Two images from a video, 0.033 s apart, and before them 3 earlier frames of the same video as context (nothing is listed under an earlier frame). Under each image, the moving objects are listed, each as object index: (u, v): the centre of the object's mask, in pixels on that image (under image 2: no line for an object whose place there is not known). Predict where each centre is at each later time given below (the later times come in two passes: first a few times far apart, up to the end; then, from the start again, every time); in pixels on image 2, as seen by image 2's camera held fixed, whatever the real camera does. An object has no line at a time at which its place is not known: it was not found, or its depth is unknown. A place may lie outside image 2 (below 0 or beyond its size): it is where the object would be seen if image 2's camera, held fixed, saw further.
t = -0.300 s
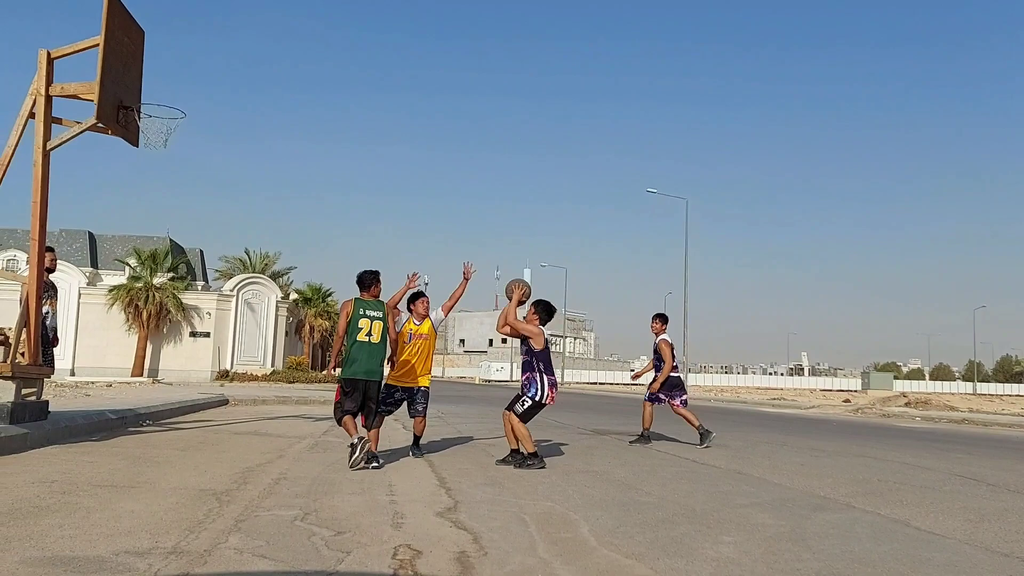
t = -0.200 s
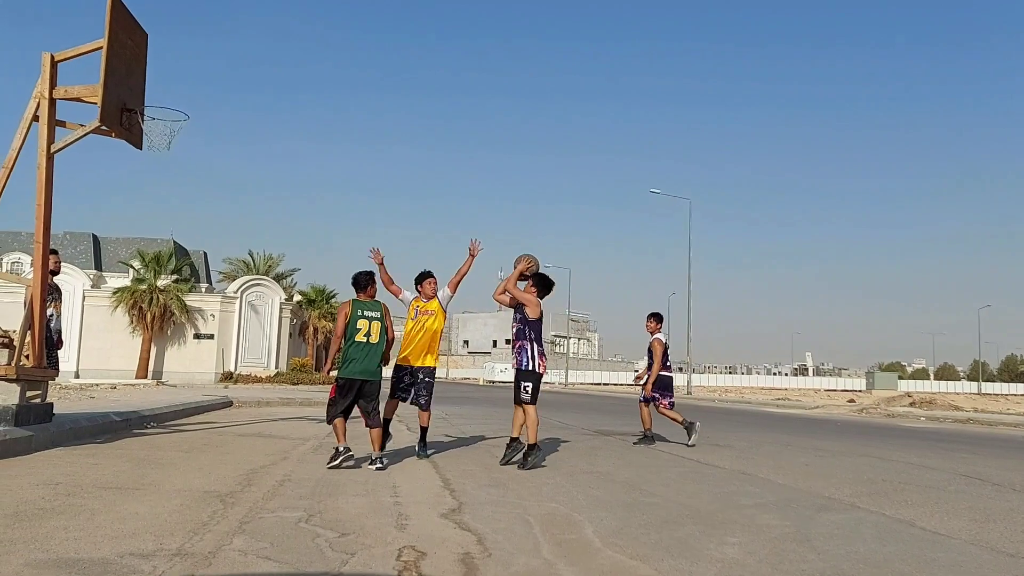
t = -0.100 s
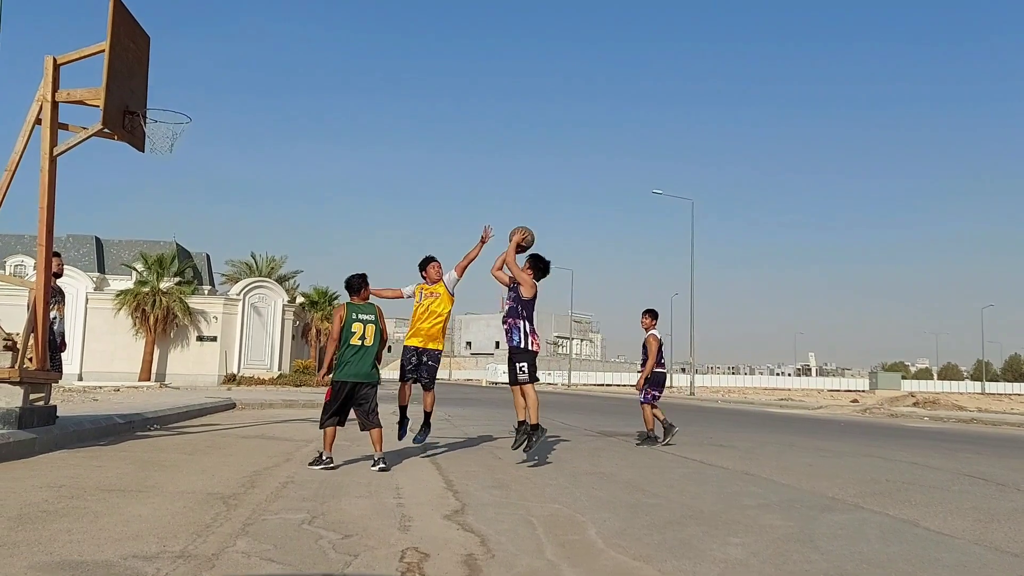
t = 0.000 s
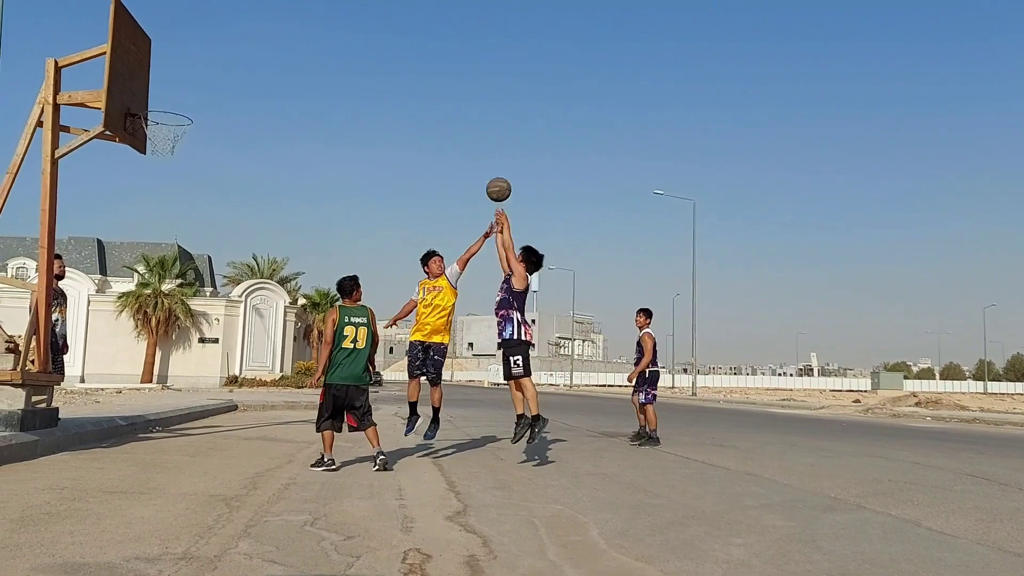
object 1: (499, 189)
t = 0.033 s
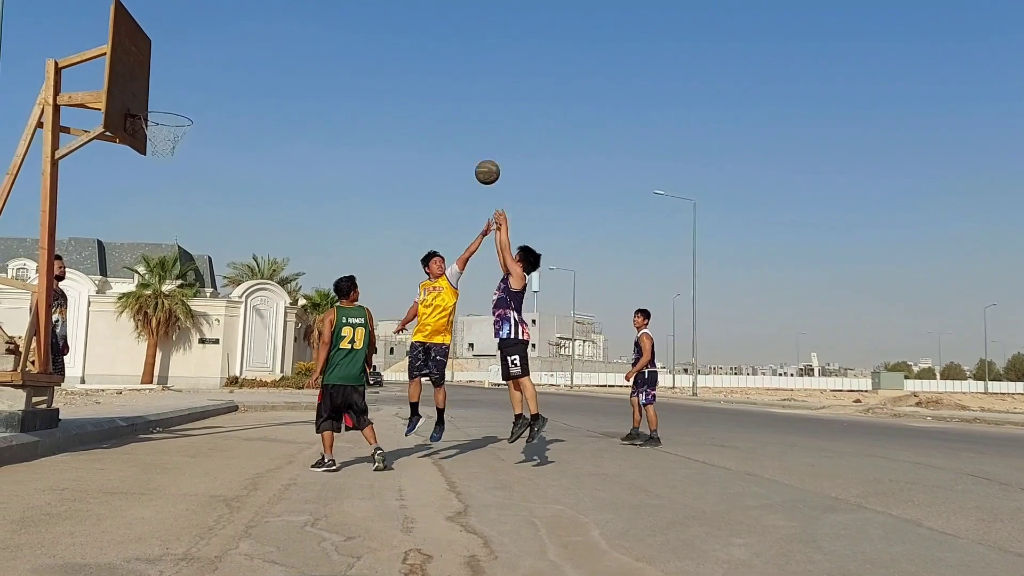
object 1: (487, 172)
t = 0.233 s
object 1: (418, 91)
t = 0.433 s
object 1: (349, 49)
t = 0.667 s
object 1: (266, 49)
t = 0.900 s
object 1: (181, 103)
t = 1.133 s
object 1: (149, 135)
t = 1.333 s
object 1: (161, 168)
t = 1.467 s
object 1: (167, 213)
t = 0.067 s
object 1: (476, 156)
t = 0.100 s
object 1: (464, 140)
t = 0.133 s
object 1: (453, 126)
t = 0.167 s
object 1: (441, 113)
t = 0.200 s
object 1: (430, 101)
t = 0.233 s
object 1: (418, 91)
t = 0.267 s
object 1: (407, 81)
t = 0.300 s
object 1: (395, 73)
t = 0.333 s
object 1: (384, 65)
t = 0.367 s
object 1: (372, 59)
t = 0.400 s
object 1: (360, 53)
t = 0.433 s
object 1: (349, 49)
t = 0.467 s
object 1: (337, 46)
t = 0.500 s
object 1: (325, 44)
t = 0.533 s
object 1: (313, 43)
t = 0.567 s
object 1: (302, 43)
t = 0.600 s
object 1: (290, 44)
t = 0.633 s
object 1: (278, 46)
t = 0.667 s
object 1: (266, 49)
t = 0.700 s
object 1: (254, 54)
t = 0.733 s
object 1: (242, 59)
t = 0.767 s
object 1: (230, 66)
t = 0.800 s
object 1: (218, 73)
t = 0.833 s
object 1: (206, 82)
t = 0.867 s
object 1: (193, 92)
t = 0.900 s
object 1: (181, 103)
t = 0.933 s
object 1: (169, 115)
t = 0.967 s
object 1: (156, 127)
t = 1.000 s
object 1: (149, 137)
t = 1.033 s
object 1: (146, 136)
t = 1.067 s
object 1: (147, 136)
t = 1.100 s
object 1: (148, 137)
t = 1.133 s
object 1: (149, 135)
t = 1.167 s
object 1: (151, 139)
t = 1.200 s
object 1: (153, 142)
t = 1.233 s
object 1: (155, 147)
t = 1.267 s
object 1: (157, 153)
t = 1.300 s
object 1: (159, 160)
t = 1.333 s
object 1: (161, 168)
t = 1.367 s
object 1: (163, 178)
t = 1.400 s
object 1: (164, 188)
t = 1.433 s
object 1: (166, 200)
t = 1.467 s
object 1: (167, 213)
